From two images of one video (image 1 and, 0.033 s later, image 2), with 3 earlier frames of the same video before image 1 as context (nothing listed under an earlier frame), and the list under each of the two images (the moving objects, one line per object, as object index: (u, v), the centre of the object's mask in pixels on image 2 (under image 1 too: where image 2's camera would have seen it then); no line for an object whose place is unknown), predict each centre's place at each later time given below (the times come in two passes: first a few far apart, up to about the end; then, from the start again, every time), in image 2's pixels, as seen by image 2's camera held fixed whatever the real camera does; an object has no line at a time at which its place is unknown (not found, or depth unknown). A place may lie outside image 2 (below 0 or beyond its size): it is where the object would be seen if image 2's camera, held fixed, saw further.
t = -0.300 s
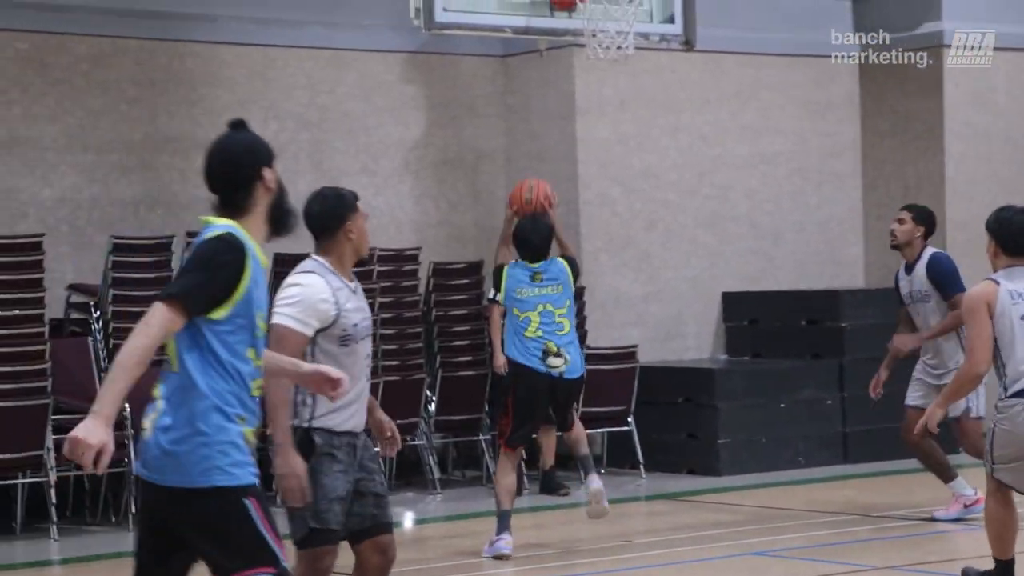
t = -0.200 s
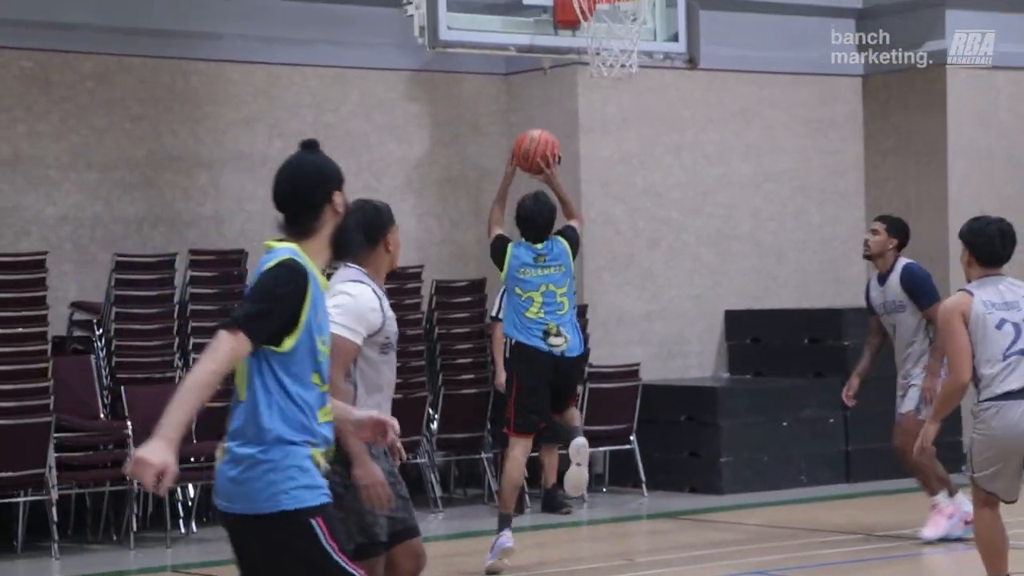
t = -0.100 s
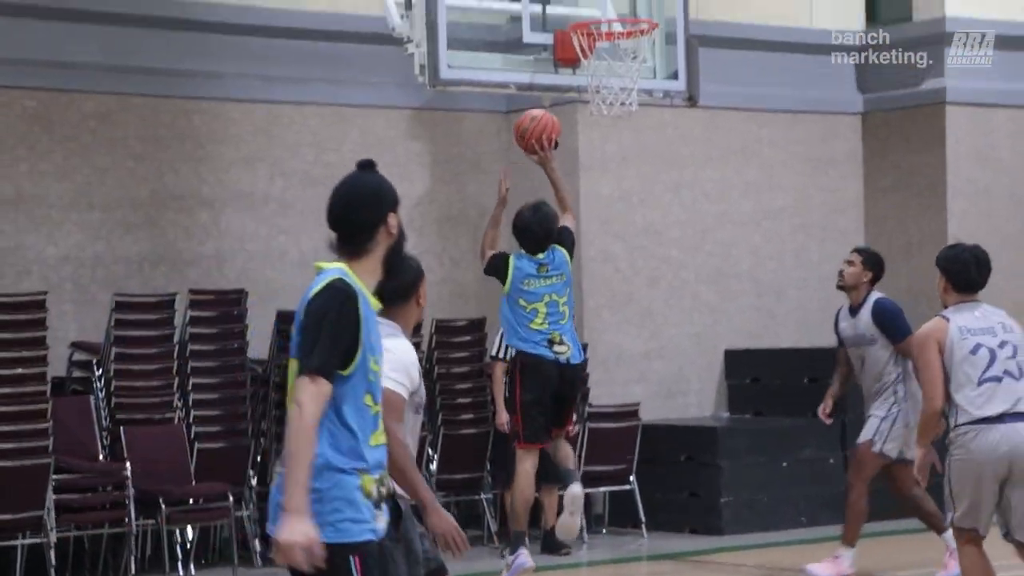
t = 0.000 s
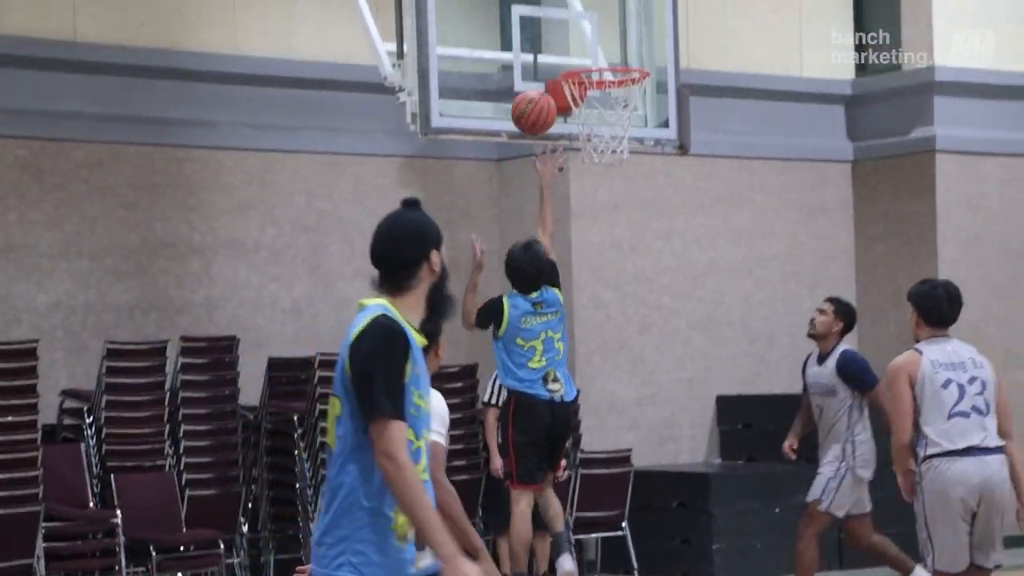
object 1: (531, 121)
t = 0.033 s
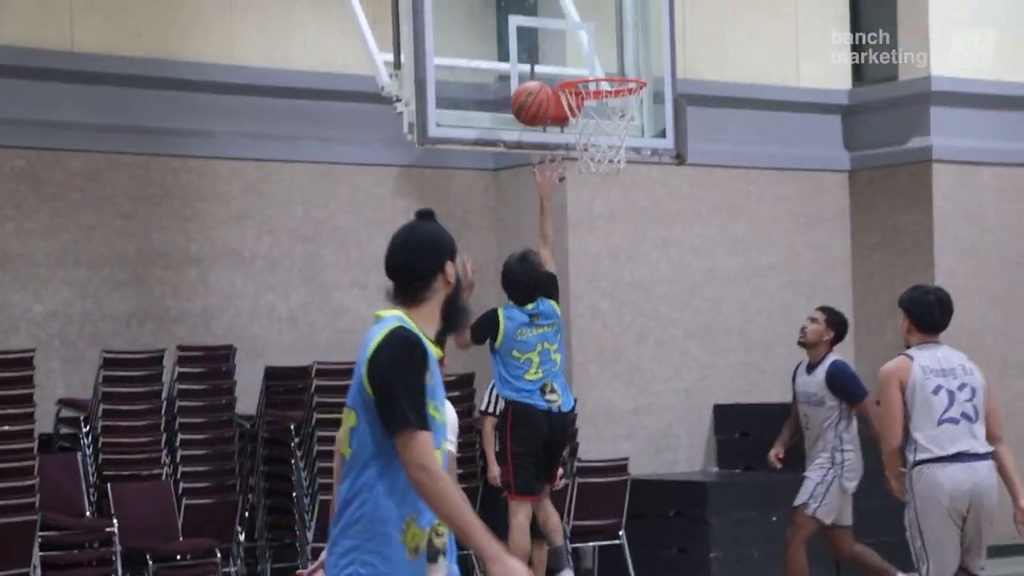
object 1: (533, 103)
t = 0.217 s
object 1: (544, 43)
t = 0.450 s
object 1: (598, 58)
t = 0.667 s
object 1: (607, 106)
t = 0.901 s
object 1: (586, 146)
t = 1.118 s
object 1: (579, 250)
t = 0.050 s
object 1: (532, 95)
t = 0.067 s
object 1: (534, 87)
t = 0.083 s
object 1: (535, 81)
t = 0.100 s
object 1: (537, 75)
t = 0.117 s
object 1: (538, 69)
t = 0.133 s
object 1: (539, 63)
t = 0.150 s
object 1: (540, 59)
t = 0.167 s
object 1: (542, 54)
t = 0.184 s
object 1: (542, 50)
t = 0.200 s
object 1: (543, 47)
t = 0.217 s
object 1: (544, 43)
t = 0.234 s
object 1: (546, 42)
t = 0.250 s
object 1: (550, 40)
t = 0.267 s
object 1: (554, 38)
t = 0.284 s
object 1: (558, 38)
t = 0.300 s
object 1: (562, 37)
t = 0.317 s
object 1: (566, 38)
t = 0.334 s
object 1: (570, 39)
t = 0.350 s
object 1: (574, 40)
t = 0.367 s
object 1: (578, 42)
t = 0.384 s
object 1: (582, 44)
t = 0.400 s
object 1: (587, 47)
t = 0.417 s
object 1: (590, 50)
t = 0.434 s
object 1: (594, 53)
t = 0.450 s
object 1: (598, 58)
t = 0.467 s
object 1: (603, 62)
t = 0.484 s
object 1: (607, 64)
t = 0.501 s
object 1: (611, 68)
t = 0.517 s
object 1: (615, 70)
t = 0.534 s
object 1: (616, 81)
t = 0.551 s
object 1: (615, 83)
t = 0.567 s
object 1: (612, 85)
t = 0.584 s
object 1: (612, 88)
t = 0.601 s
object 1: (611, 91)
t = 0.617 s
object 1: (609, 95)
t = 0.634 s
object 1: (608, 99)
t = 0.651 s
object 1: (607, 103)
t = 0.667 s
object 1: (607, 106)
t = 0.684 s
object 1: (604, 109)
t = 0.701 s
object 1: (600, 112)
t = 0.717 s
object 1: (599, 115)
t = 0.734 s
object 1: (597, 116)
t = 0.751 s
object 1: (596, 119)
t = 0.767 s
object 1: (594, 119)
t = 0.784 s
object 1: (593, 124)
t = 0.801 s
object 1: (593, 126)
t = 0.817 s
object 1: (591, 129)
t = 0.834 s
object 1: (590, 131)
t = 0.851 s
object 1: (589, 134)
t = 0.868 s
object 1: (588, 139)
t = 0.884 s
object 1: (587, 141)
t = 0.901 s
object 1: (586, 146)
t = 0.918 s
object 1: (585, 152)
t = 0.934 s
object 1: (585, 158)
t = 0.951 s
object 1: (585, 169)
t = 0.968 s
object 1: (584, 174)
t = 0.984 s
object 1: (583, 179)
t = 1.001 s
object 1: (583, 185)
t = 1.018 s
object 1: (582, 192)
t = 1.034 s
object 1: (582, 200)
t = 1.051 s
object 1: (581, 209)
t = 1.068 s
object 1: (581, 219)
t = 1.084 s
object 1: (580, 228)
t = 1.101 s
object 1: (579, 239)
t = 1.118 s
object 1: (579, 250)
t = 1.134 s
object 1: (578, 262)
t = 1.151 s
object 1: (578, 274)
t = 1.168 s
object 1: (578, 286)
